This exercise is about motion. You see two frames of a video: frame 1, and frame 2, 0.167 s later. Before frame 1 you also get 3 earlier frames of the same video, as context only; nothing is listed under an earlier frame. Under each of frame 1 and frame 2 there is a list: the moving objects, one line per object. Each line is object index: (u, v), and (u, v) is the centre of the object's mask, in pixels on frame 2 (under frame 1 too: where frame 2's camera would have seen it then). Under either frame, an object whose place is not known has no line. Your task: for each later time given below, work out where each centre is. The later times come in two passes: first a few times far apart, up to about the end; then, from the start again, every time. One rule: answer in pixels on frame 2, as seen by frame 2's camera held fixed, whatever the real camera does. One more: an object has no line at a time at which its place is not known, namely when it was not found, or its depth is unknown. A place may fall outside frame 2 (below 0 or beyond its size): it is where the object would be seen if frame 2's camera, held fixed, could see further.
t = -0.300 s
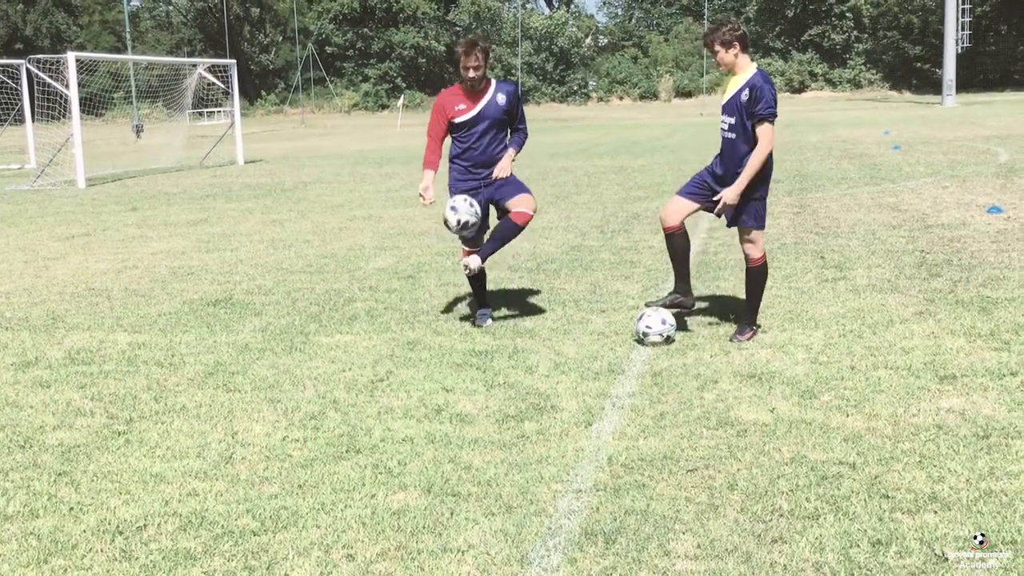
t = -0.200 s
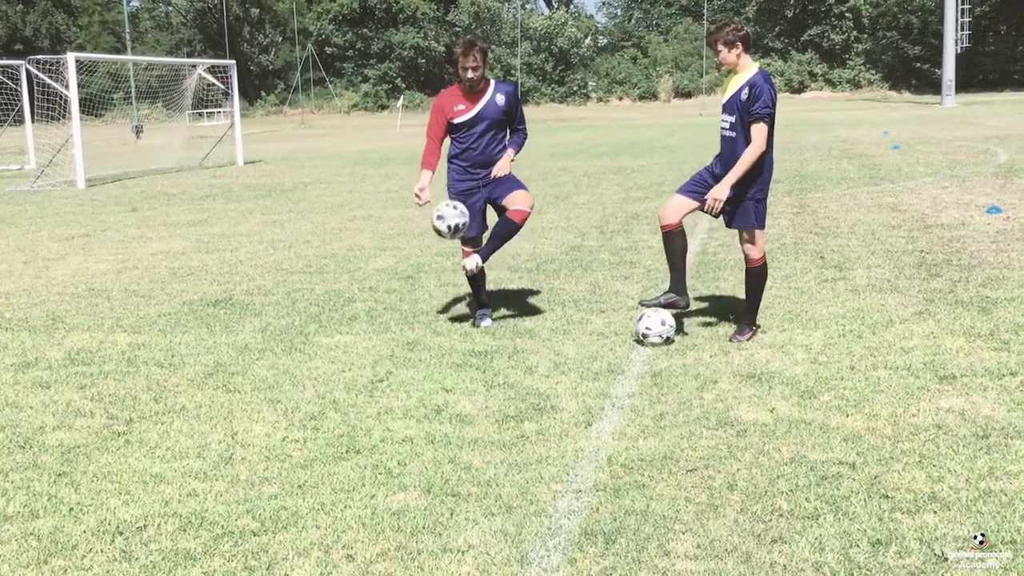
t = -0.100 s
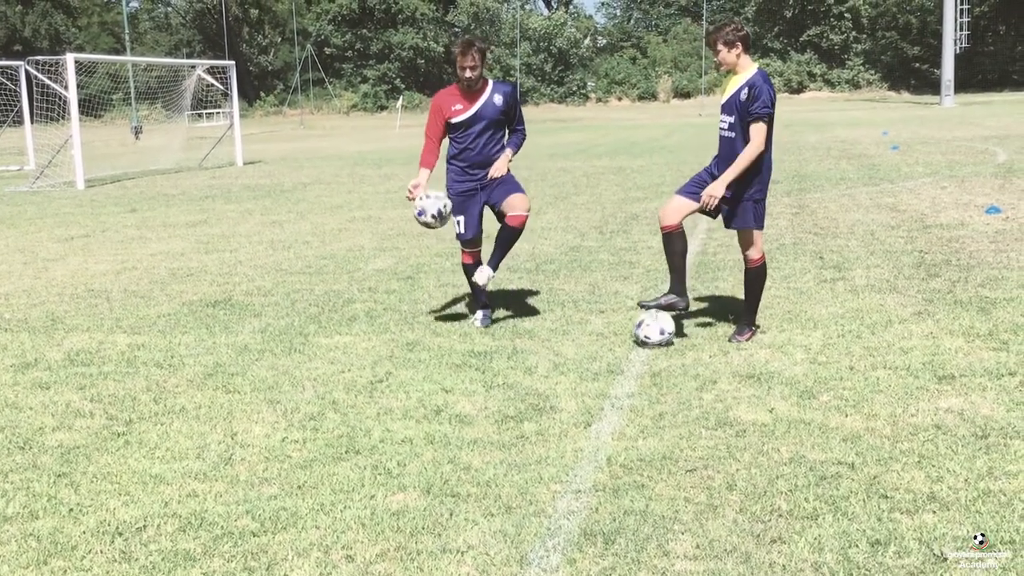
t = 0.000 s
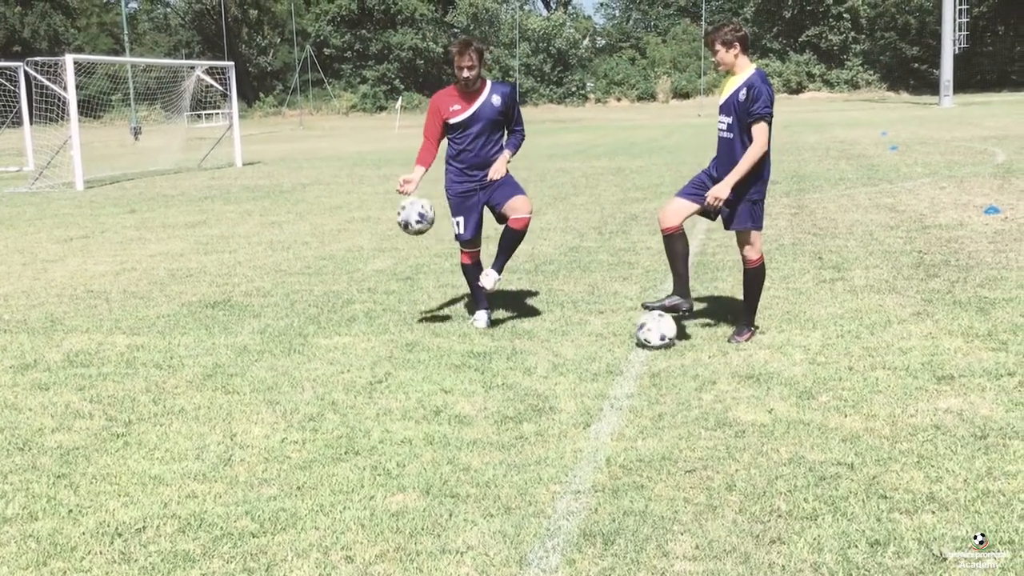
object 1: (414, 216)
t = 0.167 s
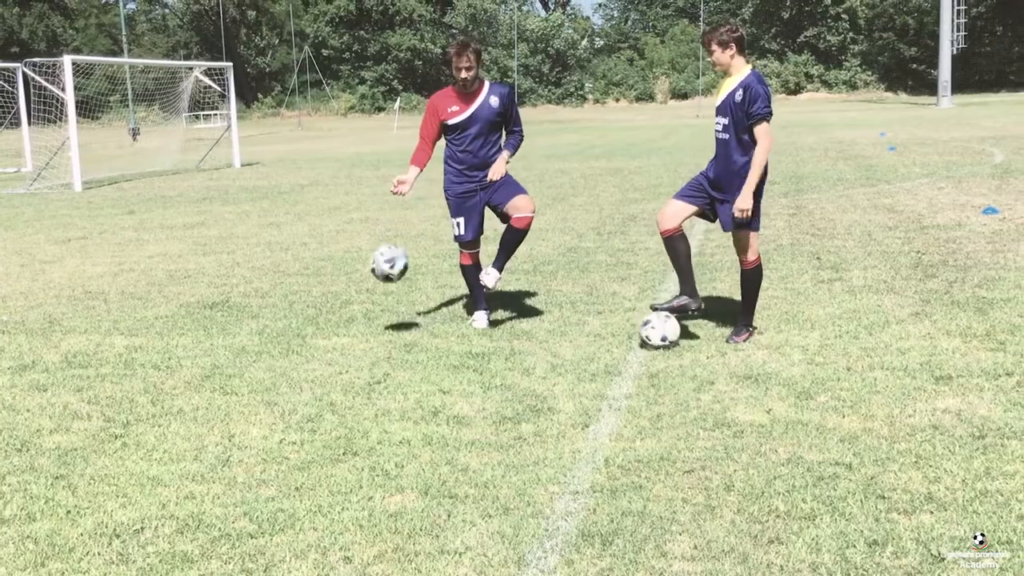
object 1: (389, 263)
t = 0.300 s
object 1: (372, 321)
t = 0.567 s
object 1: (351, 290)
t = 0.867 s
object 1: (331, 320)
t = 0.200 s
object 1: (384, 278)
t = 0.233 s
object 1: (380, 295)
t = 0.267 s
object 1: (375, 313)
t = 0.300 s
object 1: (372, 321)
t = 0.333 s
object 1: (369, 311)
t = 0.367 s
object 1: (366, 302)
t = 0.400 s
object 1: (363, 295)
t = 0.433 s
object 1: (360, 291)
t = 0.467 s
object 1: (358, 288)
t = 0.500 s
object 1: (356, 287)
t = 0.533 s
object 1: (353, 288)
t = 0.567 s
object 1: (351, 290)
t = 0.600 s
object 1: (350, 294)
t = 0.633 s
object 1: (348, 300)
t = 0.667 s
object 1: (346, 308)
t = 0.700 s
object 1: (344, 317)
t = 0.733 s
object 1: (343, 325)
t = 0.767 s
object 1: (339, 323)
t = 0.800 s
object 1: (337, 320)
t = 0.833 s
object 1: (334, 319)
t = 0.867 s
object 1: (331, 320)
